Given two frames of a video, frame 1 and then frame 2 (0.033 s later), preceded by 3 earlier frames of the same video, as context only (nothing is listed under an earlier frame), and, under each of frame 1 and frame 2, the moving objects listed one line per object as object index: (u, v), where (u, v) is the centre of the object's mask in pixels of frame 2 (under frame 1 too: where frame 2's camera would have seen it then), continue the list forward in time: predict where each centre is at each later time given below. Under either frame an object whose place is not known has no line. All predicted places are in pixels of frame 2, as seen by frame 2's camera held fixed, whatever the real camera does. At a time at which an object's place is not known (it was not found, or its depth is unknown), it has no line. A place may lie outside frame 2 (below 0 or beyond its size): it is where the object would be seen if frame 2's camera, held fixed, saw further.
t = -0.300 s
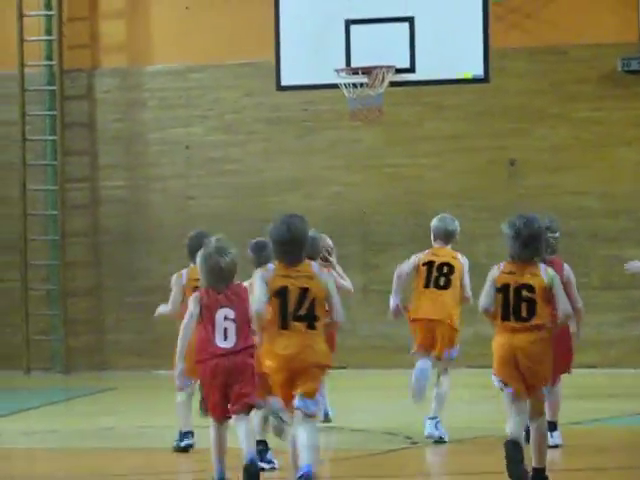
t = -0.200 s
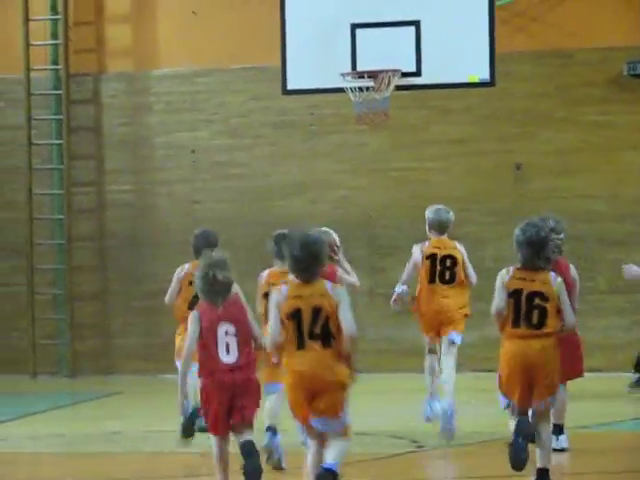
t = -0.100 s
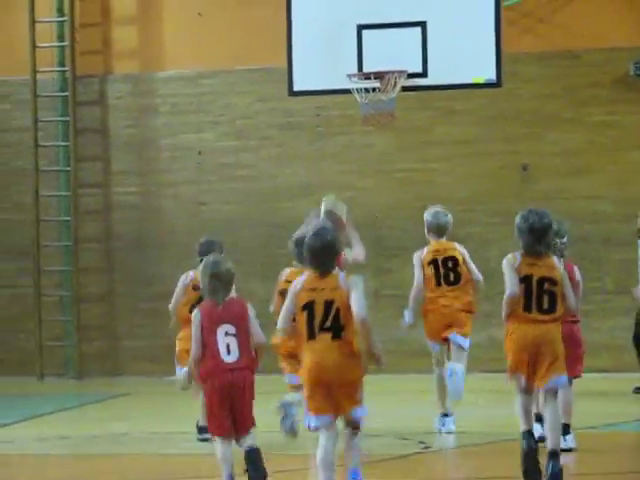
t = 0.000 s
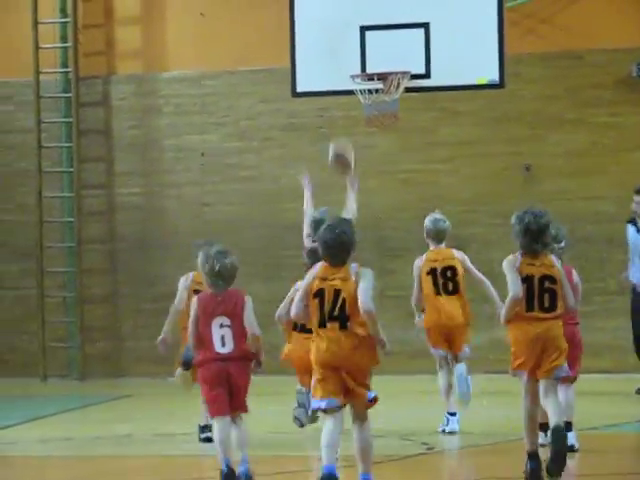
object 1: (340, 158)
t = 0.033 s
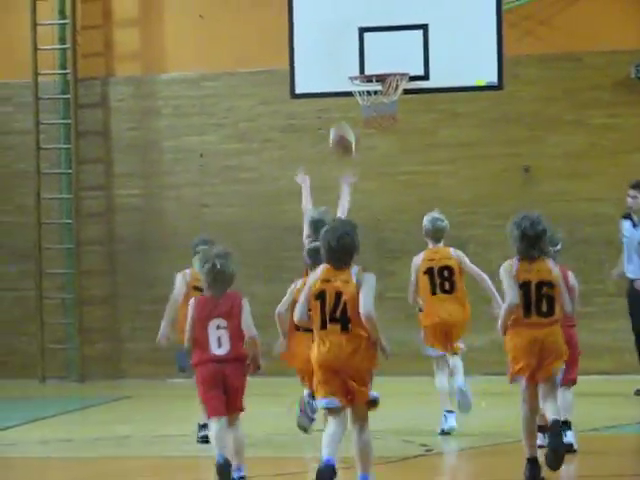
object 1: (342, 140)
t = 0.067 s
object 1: (345, 124)
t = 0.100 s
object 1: (348, 109)
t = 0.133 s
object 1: (350, 98)
